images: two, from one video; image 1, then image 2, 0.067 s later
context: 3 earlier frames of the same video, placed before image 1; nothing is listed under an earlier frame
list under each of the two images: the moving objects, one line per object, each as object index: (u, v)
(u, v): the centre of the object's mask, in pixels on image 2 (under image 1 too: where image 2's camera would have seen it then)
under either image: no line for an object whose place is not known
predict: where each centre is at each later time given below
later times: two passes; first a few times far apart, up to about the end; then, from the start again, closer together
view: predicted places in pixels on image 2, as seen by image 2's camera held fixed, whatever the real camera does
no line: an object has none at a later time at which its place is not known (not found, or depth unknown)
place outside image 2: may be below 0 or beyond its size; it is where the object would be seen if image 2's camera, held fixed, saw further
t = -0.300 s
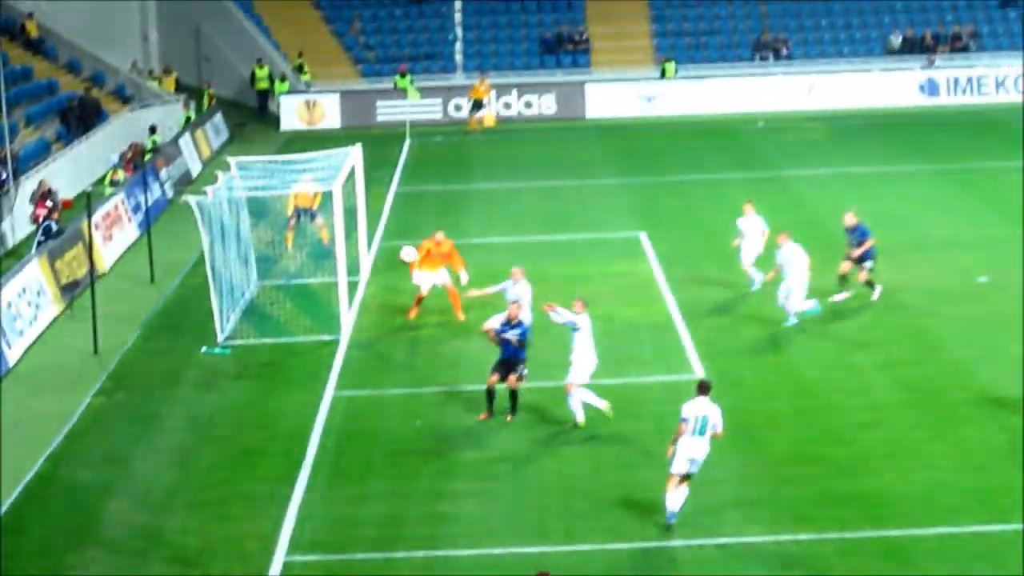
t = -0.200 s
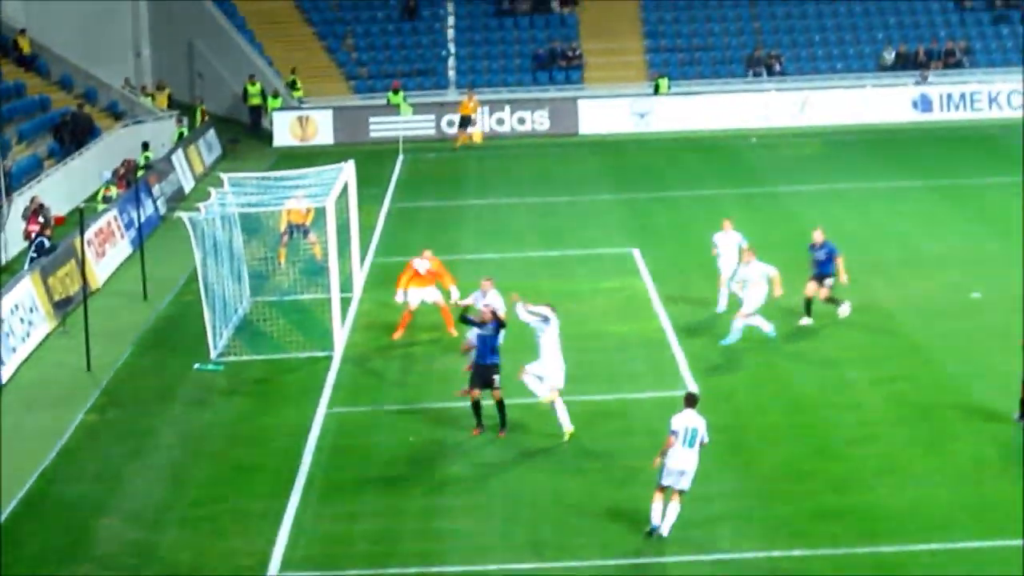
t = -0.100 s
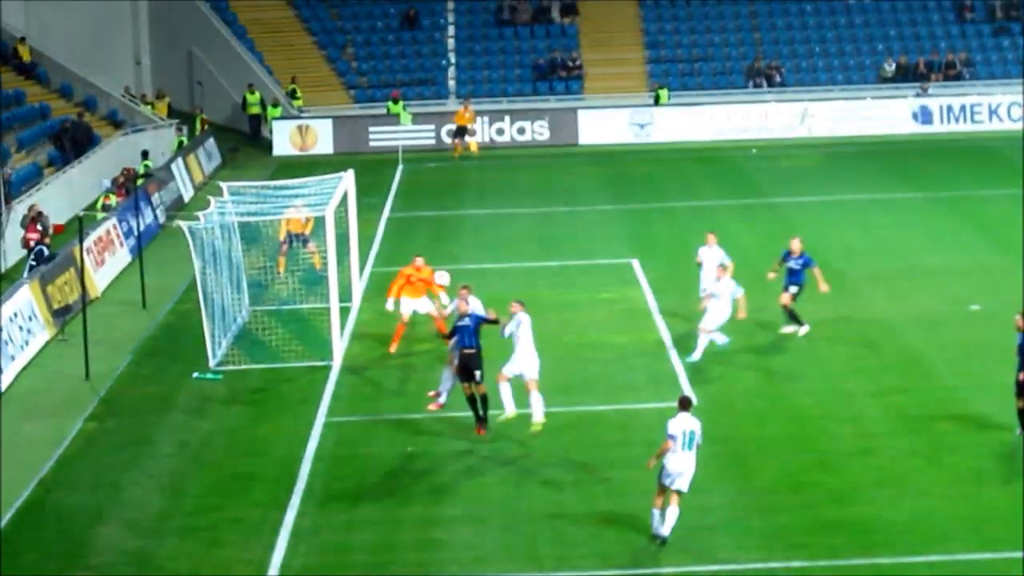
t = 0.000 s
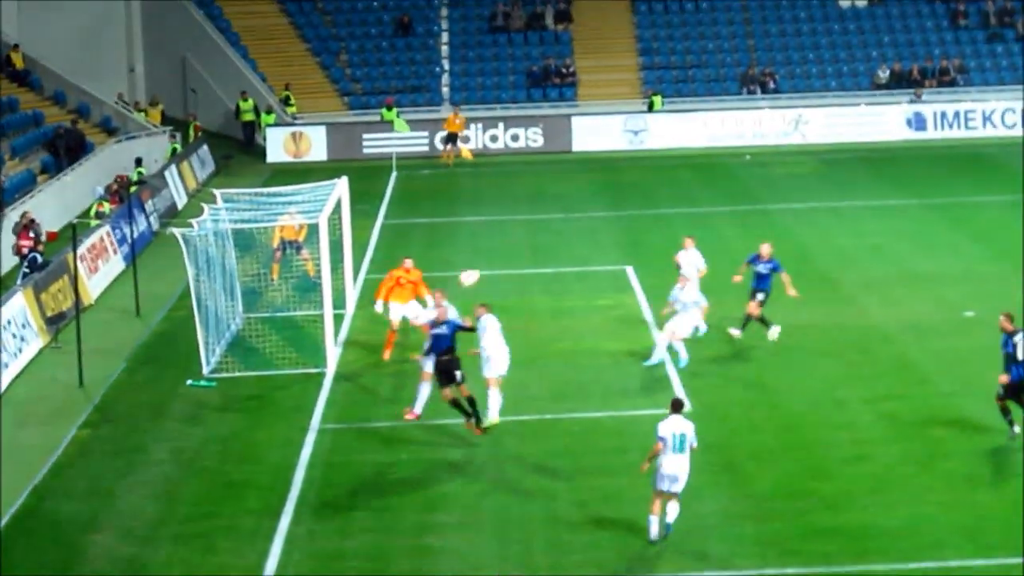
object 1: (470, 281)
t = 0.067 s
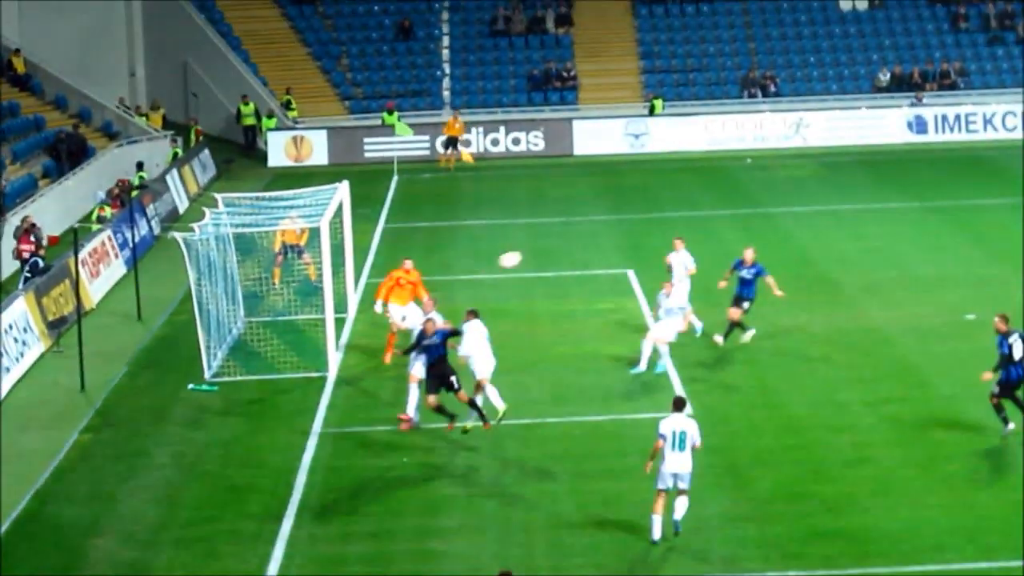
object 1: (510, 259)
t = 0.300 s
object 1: (649, 208)
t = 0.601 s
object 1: (821, 199)
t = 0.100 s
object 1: (530, 250)
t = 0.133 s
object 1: (550, 241)
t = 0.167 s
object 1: (569, 232)
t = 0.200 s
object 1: (589, 225)
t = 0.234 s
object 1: (609, 219)
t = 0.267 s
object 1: (629, 213)
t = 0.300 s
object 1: (649, 208)
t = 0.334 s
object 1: (668, 204)
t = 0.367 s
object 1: (688, 201)
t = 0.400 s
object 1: (708, 198)
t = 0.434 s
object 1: (727, 197)
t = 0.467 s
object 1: (747, 196)
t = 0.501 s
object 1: (766, 196)
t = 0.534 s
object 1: (785, 196)
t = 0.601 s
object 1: (821, 199)
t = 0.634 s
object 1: (840, 202)
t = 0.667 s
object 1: (858, 205)
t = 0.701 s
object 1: (878, 210)
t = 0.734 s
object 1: (895, 215)
